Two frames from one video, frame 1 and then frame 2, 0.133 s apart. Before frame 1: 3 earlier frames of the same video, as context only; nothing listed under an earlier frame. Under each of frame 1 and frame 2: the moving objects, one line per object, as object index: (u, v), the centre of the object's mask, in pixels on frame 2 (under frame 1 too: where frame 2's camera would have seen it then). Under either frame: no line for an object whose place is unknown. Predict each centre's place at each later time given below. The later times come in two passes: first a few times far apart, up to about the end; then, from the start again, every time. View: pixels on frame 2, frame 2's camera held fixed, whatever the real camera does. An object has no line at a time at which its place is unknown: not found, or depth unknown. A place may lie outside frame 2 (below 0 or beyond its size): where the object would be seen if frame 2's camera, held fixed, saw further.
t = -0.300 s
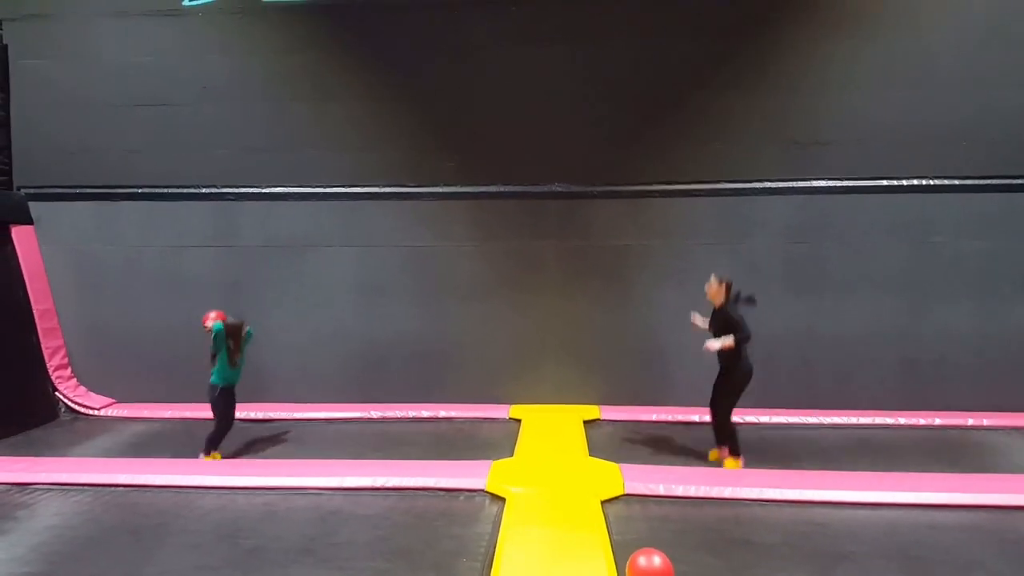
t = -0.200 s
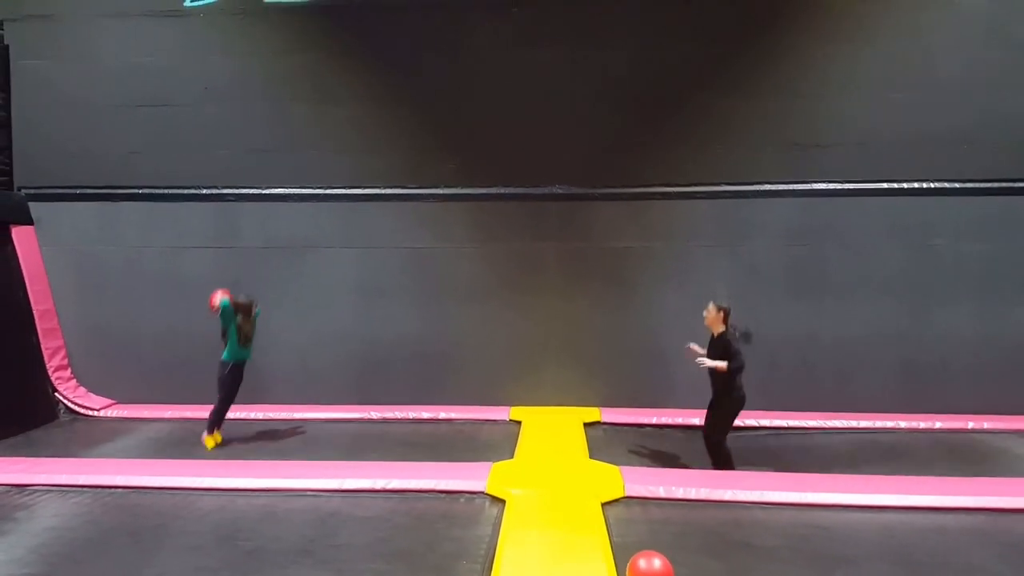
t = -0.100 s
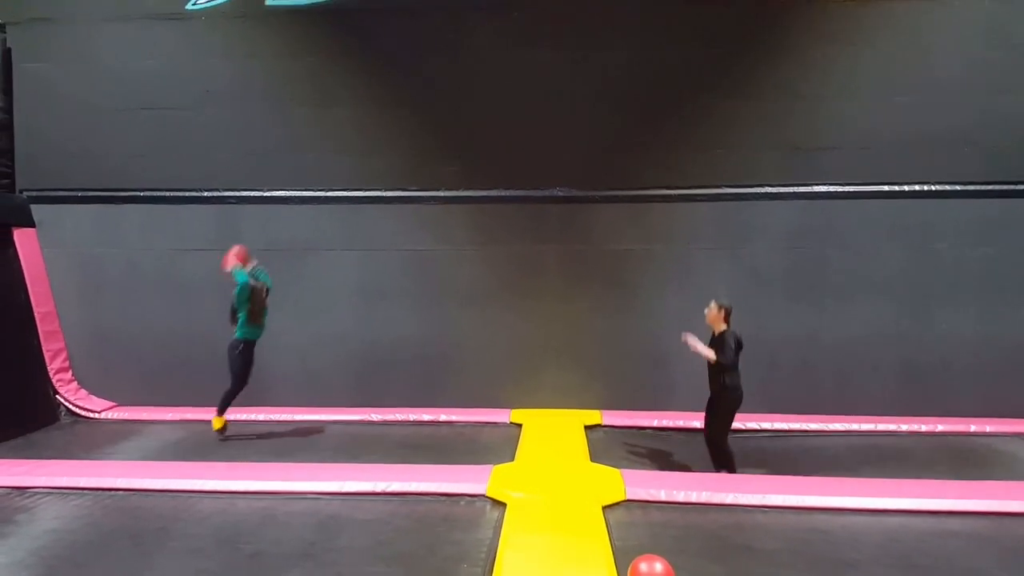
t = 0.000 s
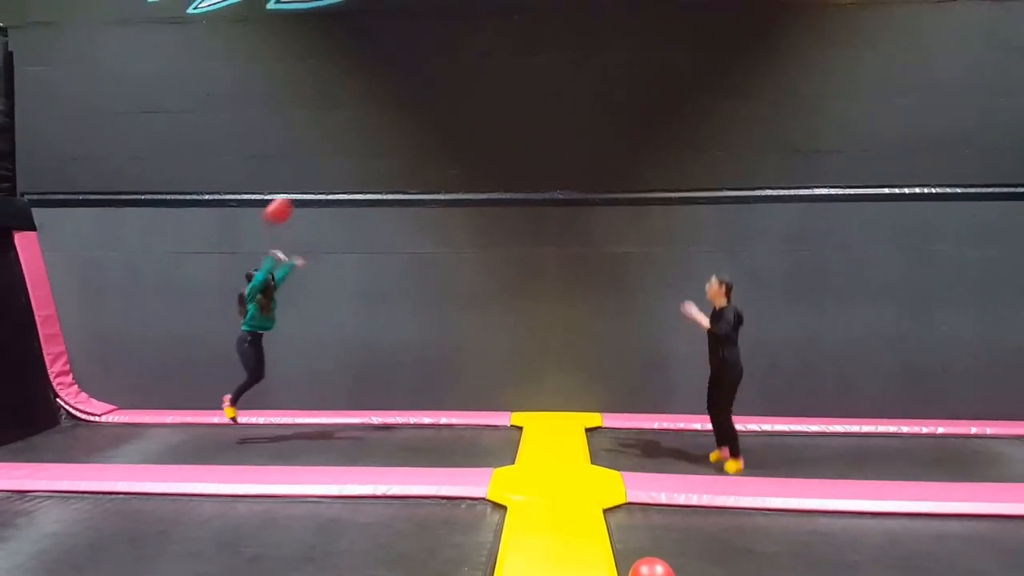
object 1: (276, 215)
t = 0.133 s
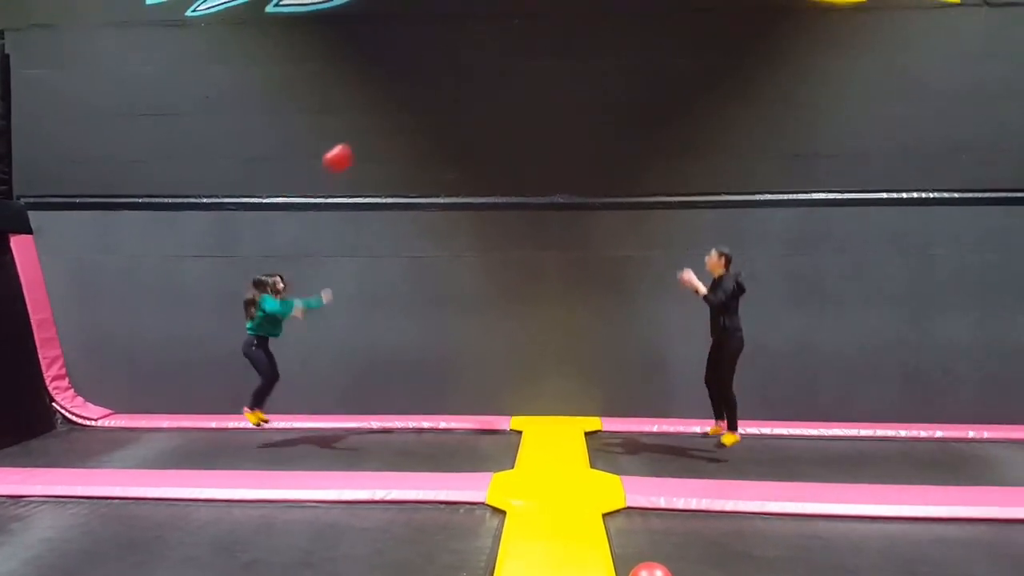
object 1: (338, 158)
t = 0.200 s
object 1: (368, 138)
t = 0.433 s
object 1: (475, 102)
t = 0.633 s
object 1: (567, 120)
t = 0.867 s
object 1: (674, 195)
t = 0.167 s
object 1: (353, 148)
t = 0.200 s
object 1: (368, 138)
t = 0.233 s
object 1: (384, 129)
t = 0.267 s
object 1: (398, 122)
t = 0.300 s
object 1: (414, 115)
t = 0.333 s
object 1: (429, 110)
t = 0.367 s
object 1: (444, 106)
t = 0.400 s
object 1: (459, 104)
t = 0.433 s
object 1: (475, 102)
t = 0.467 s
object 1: (490, 102)
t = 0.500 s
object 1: (505, 103)
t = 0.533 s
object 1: (521, 105)
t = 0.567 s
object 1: (536, 109)
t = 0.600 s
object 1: (552, 114)
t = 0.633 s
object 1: (567, 120)
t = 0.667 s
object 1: (583, 127)
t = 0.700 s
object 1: (598, 136)
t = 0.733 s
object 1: (613, 145)
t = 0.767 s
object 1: (628, 156)
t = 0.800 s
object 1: (643, 169)
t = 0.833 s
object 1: (658, 181)
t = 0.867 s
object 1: (674, 195)
